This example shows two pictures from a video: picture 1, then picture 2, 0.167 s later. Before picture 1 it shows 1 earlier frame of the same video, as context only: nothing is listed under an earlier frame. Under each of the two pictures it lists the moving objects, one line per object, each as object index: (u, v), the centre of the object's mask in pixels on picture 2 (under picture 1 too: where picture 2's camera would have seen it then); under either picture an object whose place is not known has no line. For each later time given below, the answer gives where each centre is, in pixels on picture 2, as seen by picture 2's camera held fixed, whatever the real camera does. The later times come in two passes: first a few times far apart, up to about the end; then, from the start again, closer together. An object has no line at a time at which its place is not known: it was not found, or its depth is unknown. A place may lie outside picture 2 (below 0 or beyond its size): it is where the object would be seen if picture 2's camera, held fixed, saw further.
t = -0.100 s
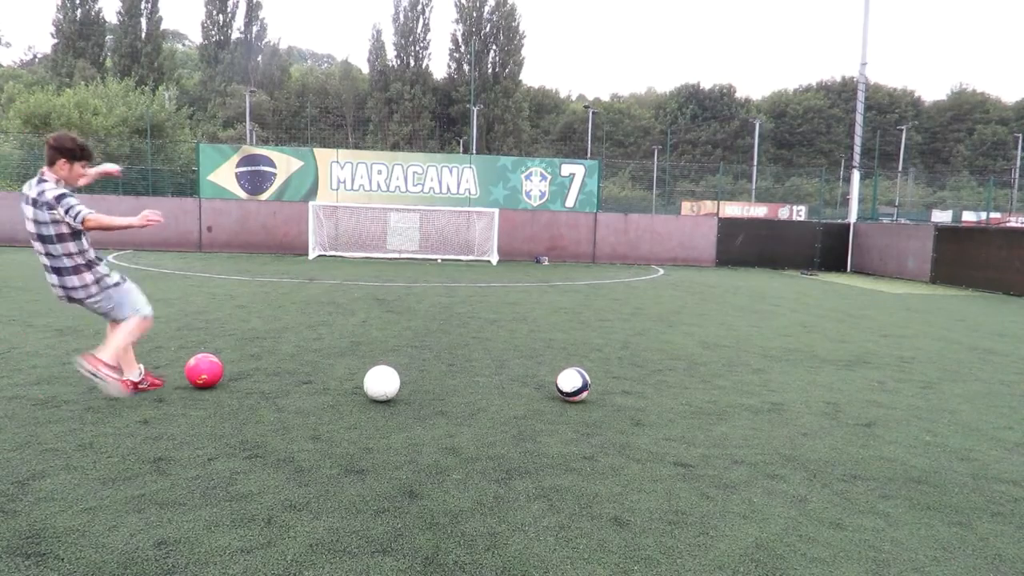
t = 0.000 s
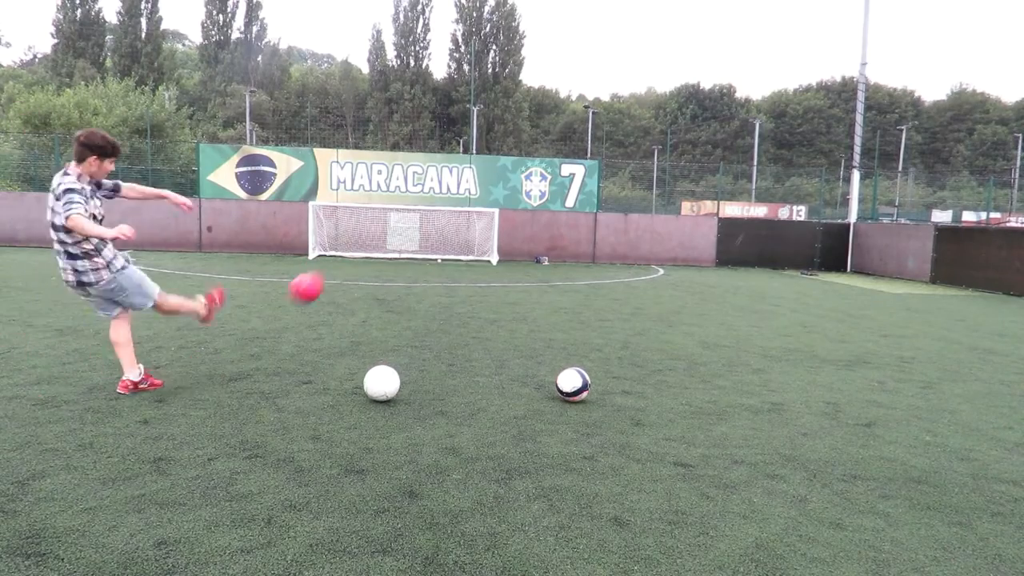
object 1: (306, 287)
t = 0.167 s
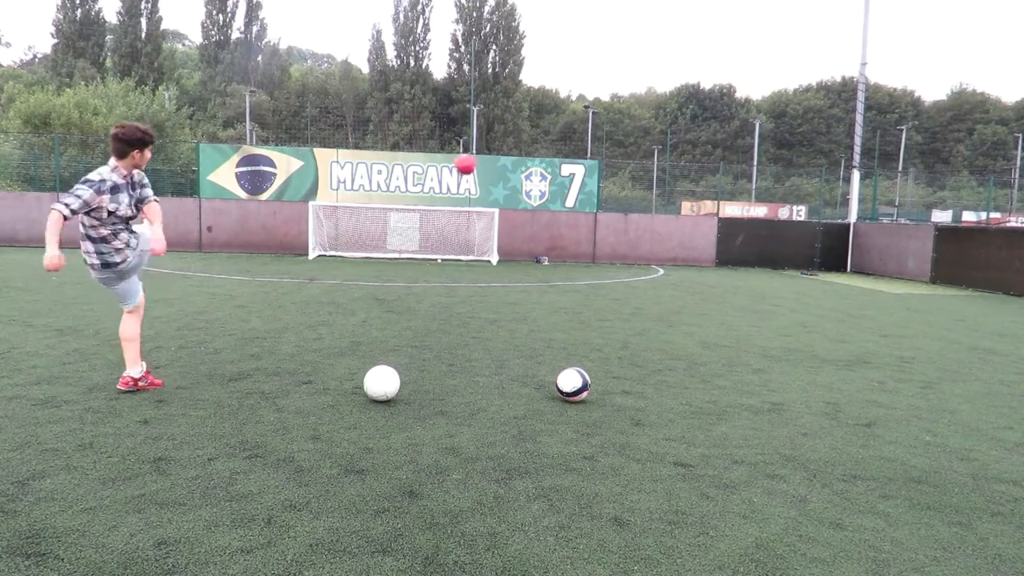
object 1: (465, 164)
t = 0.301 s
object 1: (533, 119)
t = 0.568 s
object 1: (610, 92)
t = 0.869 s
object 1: (652, 103)
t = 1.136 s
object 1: (666, 129)
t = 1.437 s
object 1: (699, 153)
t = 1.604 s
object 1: (718, 185)
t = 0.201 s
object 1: (485, 149)
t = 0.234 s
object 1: (502, 137)
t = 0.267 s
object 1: (518, 127)
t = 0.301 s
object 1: (533, 119)
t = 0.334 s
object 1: (546, 112)
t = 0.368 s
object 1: (558, 107)
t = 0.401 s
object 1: (569, 102)
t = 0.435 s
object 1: (579, 99)
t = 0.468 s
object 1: (588, 96)
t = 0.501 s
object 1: (596, 94)
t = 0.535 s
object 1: (603, 93)
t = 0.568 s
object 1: (610, 92)
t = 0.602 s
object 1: (616, 92)
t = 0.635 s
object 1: (622, 92)
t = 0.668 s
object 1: (627, 92)
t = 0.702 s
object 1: (632, 93)
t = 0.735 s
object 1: (636, 95)
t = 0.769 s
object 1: (640, 97)
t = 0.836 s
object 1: (647, 100)
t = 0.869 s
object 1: (652, 103)
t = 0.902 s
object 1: (654, 106)
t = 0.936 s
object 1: (657, 109)
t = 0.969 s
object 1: (659, 112)
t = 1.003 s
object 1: (662, 116)
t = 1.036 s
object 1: (664, 119)
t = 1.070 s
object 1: (664, 123)
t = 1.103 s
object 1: (665, 126)
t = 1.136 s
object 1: (666, 129)
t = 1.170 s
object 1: (670, 130)
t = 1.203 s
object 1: (673, 132)
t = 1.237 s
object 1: (676, 134)
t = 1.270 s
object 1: (680, 136)
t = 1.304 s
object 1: (684, 139)
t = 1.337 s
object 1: (687, 142)
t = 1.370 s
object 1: (691, 145)
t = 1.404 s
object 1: (695, 149)
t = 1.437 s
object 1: (699, 153)
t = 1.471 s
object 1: (702, 158)
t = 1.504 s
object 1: (706, 164)
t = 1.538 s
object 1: (711, 171)
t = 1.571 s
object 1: (714, 177)
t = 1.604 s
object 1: (718, 185)
